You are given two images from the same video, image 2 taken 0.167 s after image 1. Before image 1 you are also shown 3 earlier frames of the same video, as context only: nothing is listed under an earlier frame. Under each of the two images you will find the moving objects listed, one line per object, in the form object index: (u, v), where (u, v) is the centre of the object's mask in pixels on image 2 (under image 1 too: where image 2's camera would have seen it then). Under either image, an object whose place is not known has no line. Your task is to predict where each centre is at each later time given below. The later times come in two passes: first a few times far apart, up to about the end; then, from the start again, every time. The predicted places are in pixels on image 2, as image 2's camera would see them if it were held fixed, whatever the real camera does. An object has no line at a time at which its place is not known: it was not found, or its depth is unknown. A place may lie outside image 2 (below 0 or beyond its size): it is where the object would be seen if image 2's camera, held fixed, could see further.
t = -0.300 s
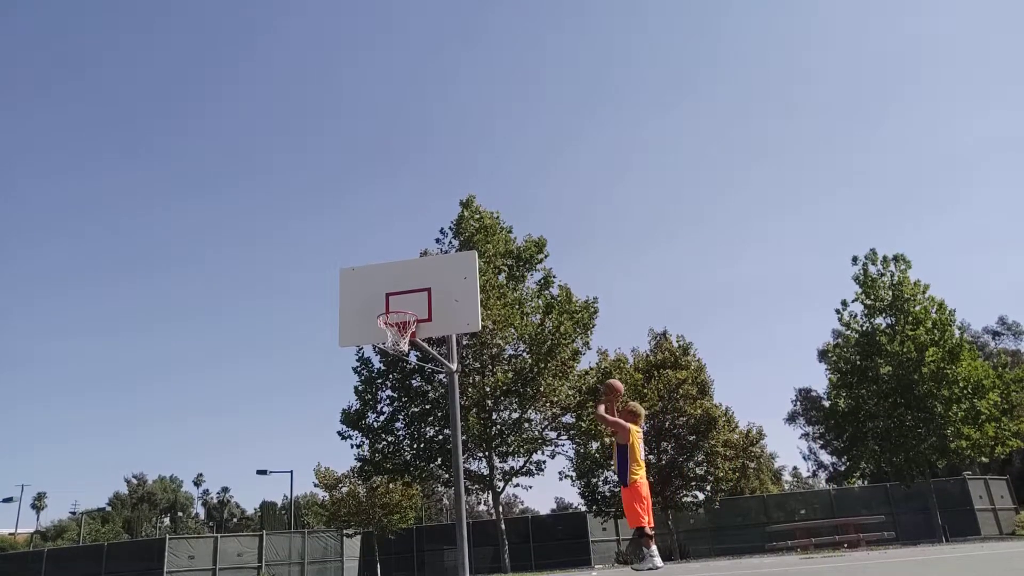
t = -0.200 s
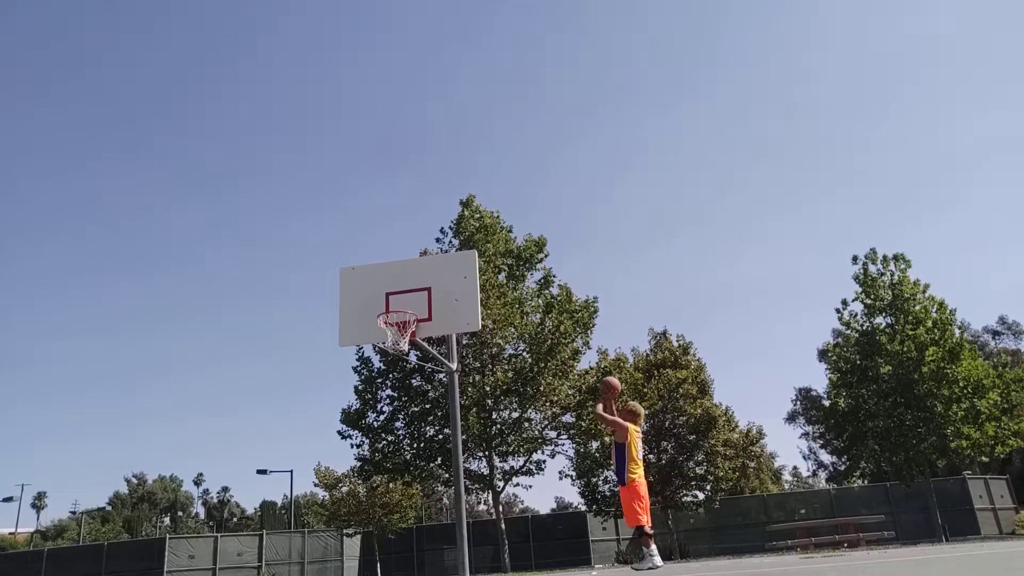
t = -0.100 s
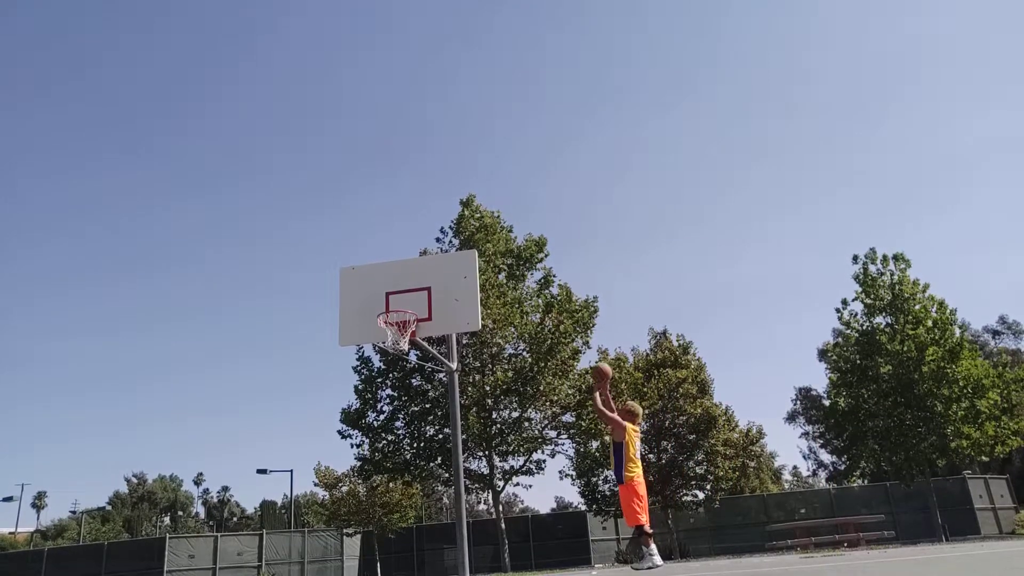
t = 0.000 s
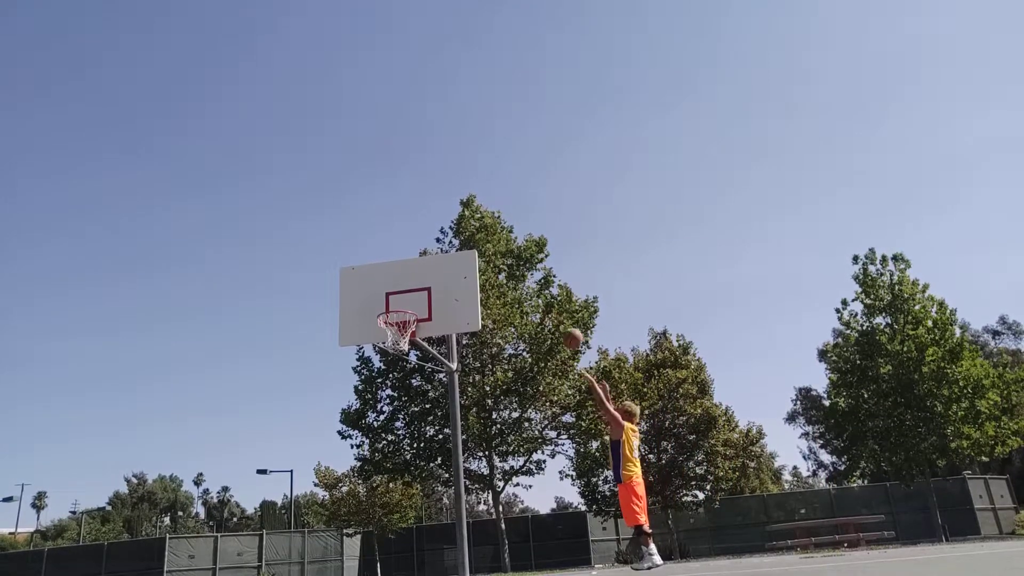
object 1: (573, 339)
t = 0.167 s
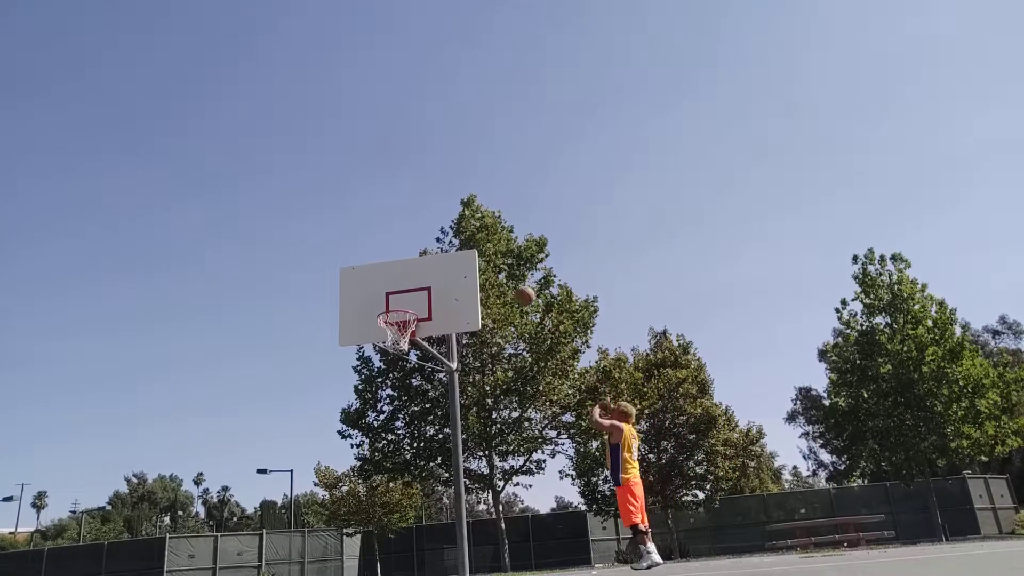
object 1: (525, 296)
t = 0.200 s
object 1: (515, 290)
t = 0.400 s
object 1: (464, 274)
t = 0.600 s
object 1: (414, 287)
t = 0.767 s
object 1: (389, 306)
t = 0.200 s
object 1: (515, 290)
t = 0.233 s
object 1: (507, 284)
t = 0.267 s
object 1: (498, 281)
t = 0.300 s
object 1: (489, 278)
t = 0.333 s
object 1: (481, 276)
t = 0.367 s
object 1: (472, 274)
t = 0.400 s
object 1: (464, 274)
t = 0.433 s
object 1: (455, 274)
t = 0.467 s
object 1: (447, 275)
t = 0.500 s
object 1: (439, 276)
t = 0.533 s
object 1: (430, 279)
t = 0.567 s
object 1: (422, 282)
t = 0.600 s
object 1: (414, 287)
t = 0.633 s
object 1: (406, 292)
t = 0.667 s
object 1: (398, 298)
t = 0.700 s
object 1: (389, 304)
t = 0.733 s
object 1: (386, 307)
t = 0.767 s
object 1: (389, 306)
